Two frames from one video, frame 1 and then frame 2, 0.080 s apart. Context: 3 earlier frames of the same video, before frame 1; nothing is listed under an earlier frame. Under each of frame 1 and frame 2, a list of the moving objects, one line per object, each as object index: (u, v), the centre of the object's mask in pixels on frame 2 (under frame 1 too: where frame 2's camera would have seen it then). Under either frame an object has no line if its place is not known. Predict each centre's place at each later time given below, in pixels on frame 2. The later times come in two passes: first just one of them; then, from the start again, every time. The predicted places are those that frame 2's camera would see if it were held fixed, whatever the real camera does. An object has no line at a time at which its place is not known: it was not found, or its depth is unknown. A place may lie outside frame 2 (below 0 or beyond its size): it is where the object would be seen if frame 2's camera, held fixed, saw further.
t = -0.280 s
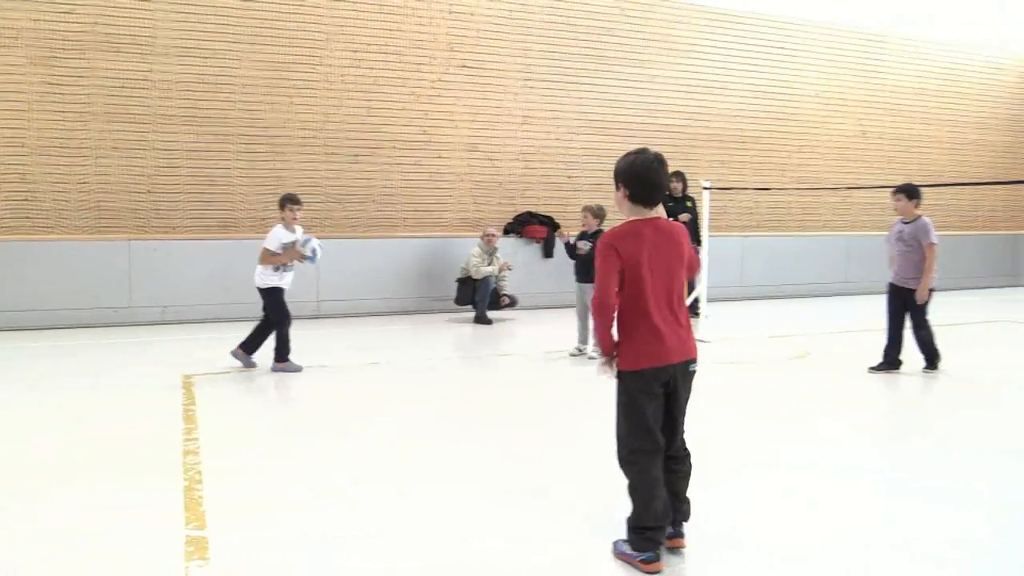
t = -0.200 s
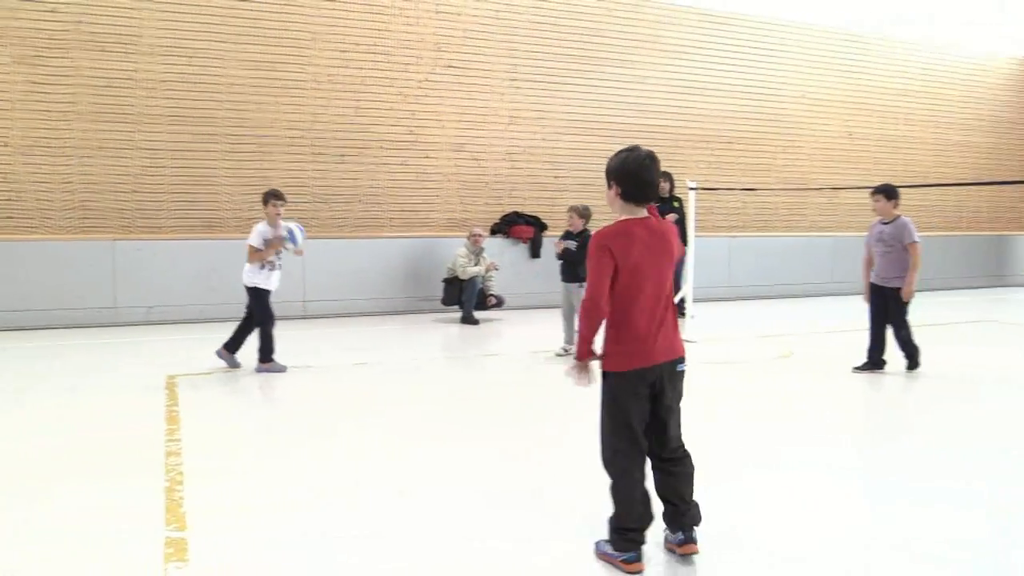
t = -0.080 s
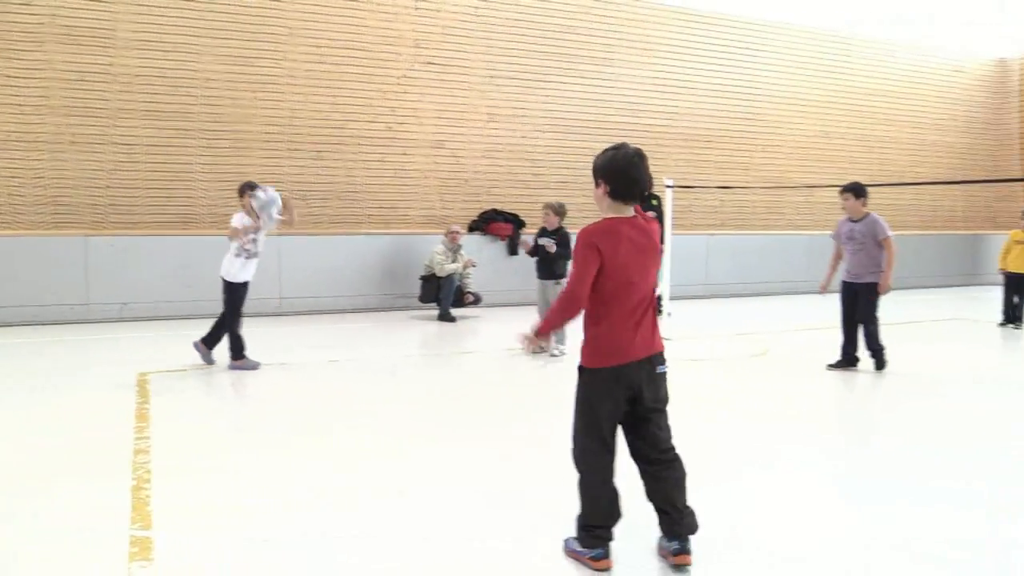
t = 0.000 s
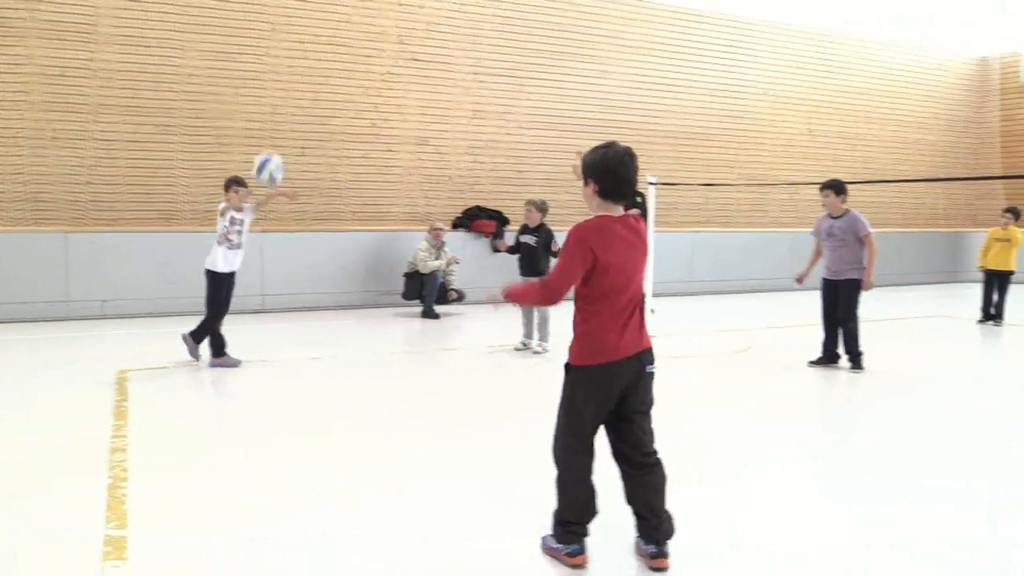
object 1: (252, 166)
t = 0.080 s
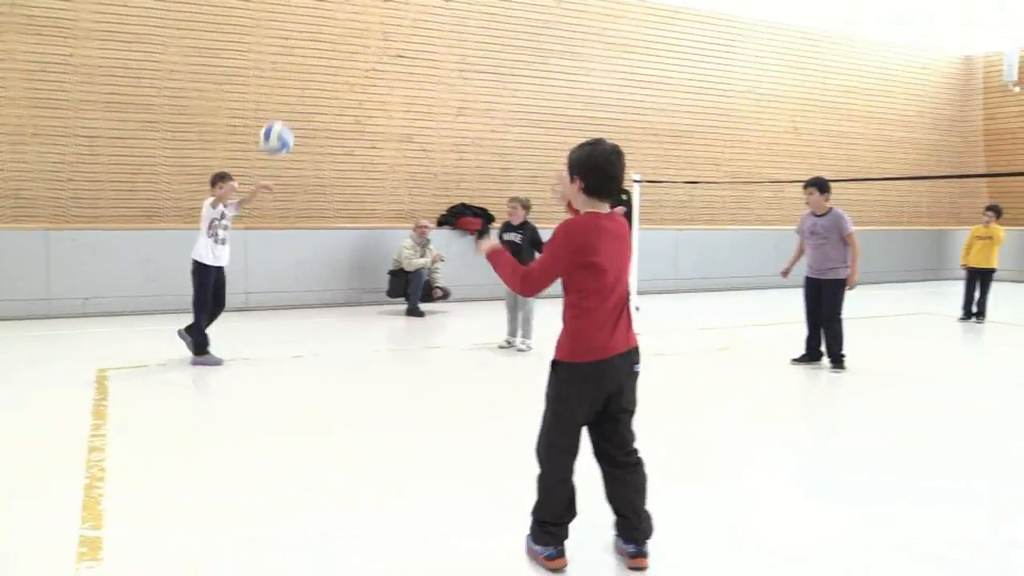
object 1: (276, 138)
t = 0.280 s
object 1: (348, 108)
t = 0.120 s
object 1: (289, 128)
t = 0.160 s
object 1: (303, 119)
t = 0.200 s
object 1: (318, 113)
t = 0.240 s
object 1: (332, 109)
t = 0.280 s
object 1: (348, 108)
